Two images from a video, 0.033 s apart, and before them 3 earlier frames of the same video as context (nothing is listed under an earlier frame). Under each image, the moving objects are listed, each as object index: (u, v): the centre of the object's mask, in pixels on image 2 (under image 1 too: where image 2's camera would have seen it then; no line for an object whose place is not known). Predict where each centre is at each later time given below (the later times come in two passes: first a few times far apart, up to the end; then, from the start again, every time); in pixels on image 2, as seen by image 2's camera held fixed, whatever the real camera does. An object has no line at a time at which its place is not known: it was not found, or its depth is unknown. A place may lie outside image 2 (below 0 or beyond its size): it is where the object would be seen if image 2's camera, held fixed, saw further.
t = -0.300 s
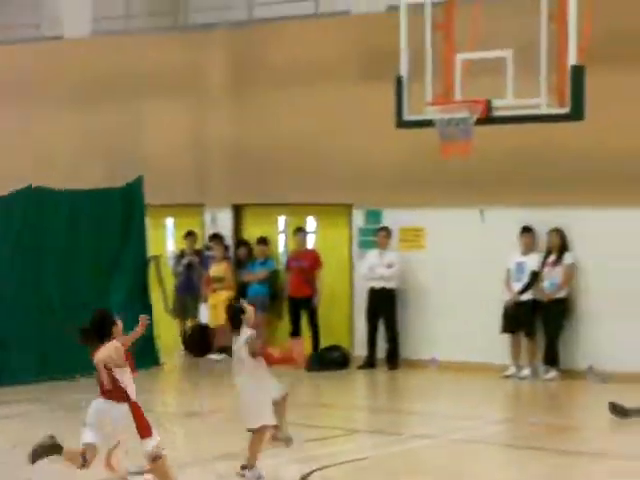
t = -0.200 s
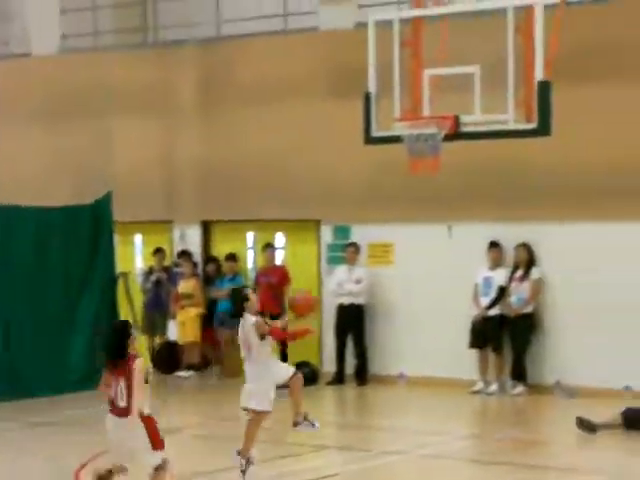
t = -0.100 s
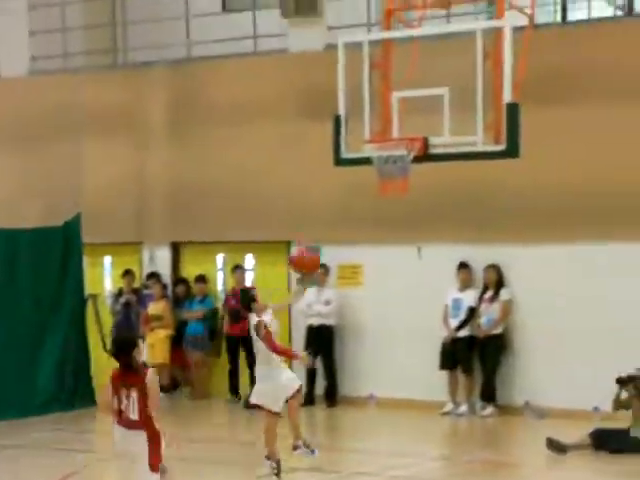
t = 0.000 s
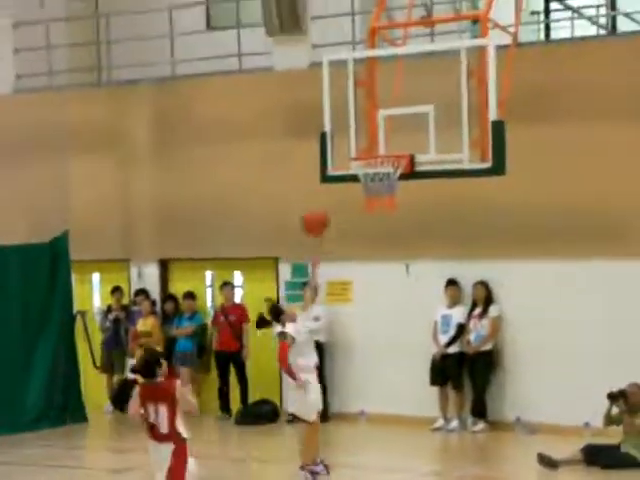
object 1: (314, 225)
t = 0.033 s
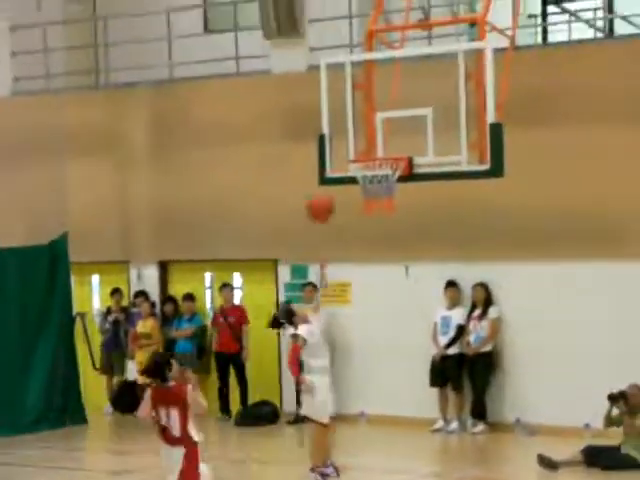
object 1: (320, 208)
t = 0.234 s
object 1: (358, 139)
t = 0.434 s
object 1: (357, 121)
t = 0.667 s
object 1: (362, 150)
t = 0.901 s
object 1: (372, 172)
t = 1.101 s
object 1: (353, 220)
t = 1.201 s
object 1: (346, 253)
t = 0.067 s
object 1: (327, 194)
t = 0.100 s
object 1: (335, 180)
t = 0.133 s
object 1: (339, 171)
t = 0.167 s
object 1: (345, 158)
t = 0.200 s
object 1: (356, 148)
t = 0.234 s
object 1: (358, 139)
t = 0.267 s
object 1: (359, 132)
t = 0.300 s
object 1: (358, 127)
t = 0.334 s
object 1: (357, 123)
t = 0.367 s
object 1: (357, 123)
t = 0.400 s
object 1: (357, 121)
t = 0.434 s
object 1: (357, 121)
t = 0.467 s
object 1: (357, 123)
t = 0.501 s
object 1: (357, 125)
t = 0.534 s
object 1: (357, 128)
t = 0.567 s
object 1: (357, 133)
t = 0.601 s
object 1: (358, 140)
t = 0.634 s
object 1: (358, 148)
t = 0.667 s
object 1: (362, 150)
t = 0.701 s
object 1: (369, 152)
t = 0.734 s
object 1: (374, 152)
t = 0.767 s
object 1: (378, 153)
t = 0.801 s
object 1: (378, 154)
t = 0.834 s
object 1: (382, 160)
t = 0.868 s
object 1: (373, 172)
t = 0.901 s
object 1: (372, 172)
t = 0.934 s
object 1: (370, 182)
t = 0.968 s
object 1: (364, 191)
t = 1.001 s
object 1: (361, 197)
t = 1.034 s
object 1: (359, 201)
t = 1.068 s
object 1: (356, 213)
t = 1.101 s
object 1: (353, 220)
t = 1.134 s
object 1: (350, 230)
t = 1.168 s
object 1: (348, 240)
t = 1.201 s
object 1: (346, 253)
